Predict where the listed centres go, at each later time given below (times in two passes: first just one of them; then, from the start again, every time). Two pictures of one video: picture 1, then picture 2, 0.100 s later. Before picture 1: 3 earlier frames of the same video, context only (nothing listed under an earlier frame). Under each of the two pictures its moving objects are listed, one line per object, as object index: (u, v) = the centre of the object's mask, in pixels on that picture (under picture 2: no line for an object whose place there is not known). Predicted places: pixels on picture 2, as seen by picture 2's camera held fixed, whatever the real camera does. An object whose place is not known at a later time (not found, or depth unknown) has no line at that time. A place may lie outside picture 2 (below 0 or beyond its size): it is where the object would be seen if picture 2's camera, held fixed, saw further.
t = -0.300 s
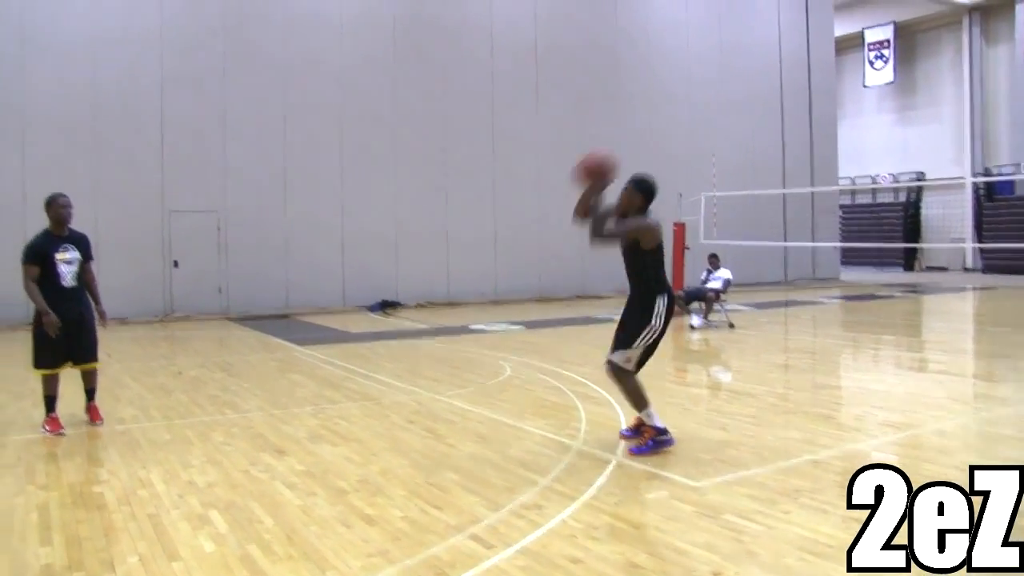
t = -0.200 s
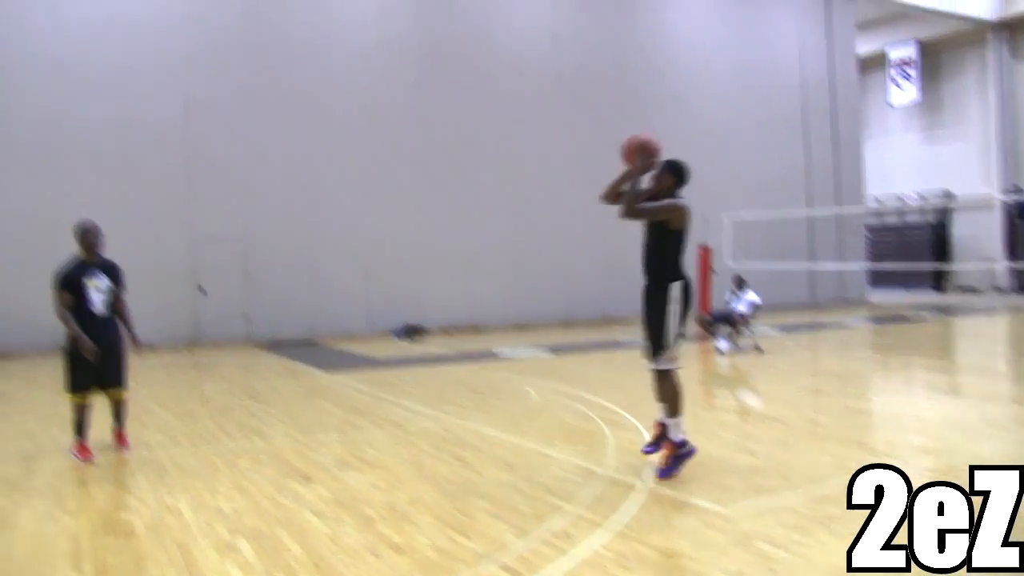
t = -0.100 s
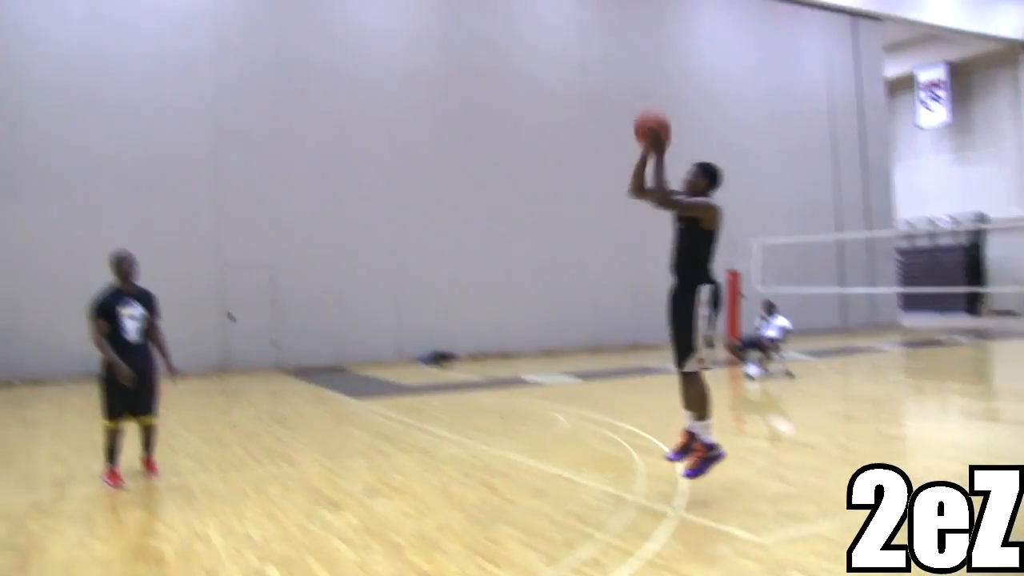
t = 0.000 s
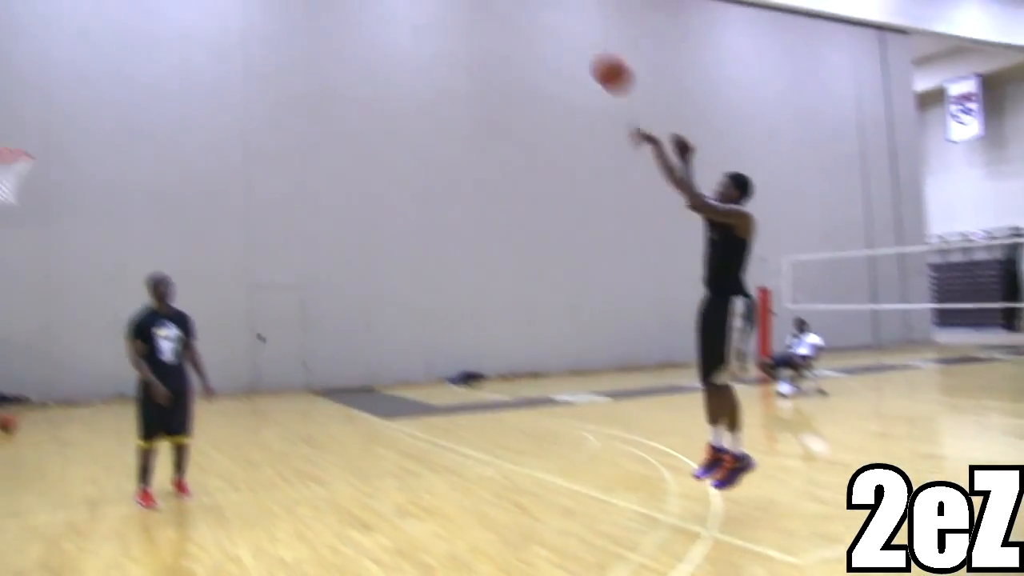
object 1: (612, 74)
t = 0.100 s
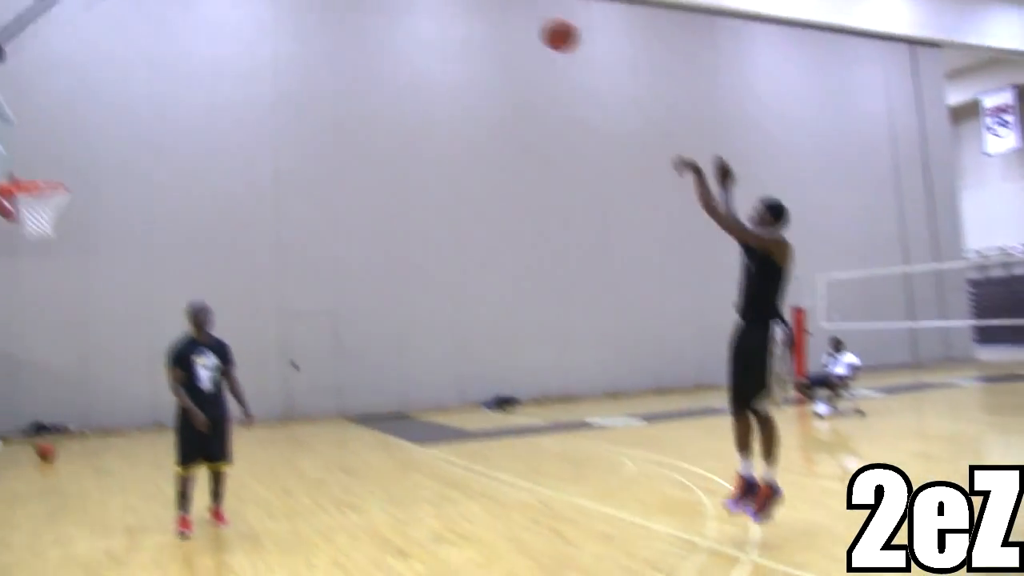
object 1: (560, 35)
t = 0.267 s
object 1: (442, -31)
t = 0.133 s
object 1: (535, 20)
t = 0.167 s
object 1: (512, 4)
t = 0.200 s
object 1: (487, -10)
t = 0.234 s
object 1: (464, -21)
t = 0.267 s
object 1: (442, -31)
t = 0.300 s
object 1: (420, -39)
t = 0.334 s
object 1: (400, -46)
